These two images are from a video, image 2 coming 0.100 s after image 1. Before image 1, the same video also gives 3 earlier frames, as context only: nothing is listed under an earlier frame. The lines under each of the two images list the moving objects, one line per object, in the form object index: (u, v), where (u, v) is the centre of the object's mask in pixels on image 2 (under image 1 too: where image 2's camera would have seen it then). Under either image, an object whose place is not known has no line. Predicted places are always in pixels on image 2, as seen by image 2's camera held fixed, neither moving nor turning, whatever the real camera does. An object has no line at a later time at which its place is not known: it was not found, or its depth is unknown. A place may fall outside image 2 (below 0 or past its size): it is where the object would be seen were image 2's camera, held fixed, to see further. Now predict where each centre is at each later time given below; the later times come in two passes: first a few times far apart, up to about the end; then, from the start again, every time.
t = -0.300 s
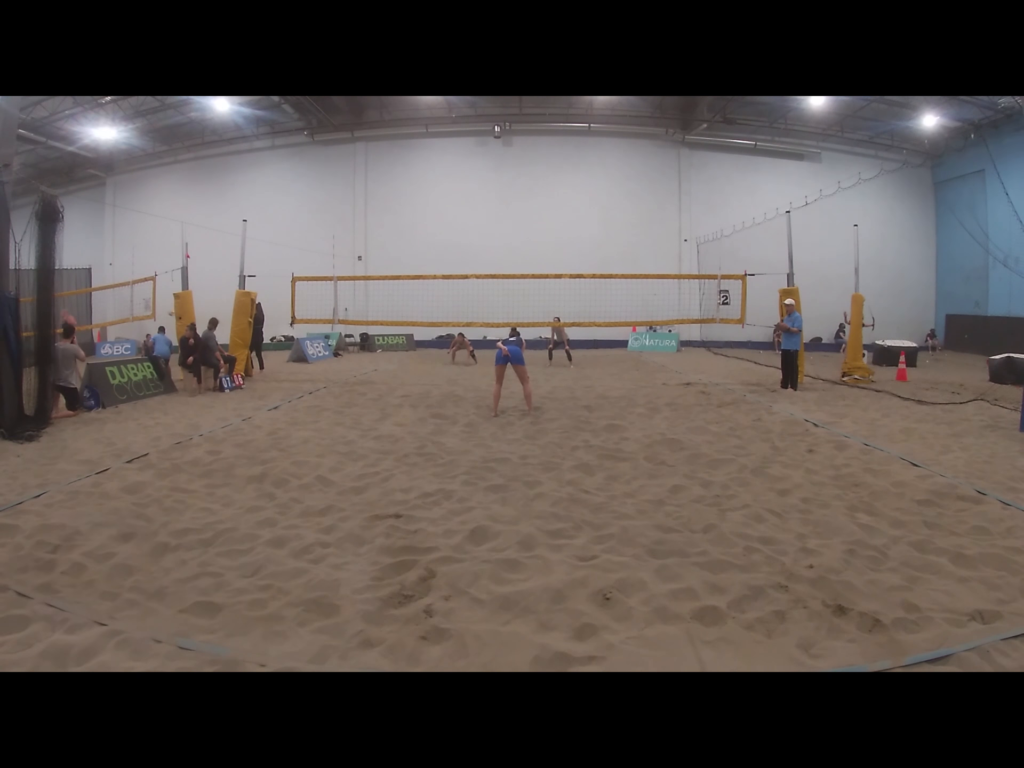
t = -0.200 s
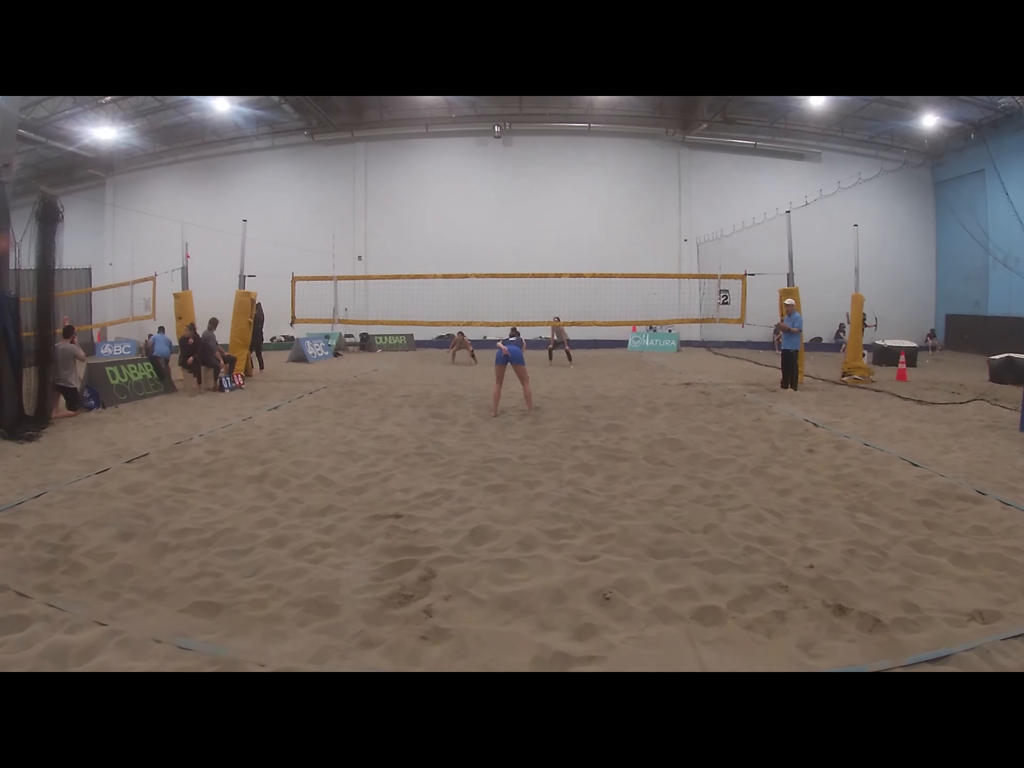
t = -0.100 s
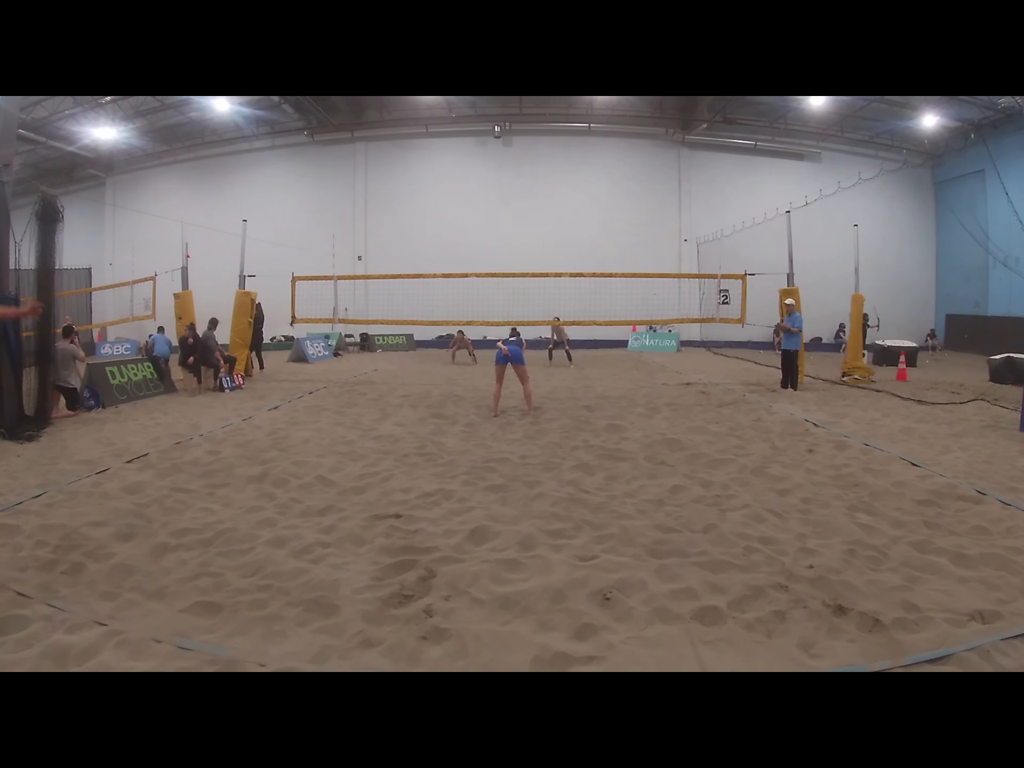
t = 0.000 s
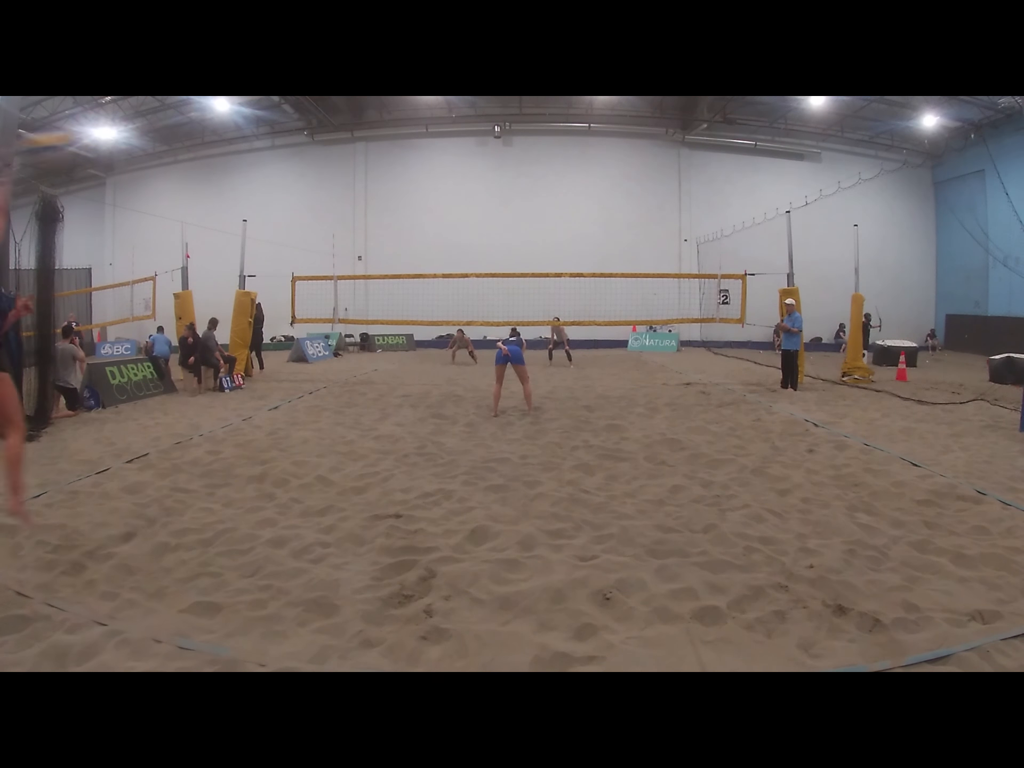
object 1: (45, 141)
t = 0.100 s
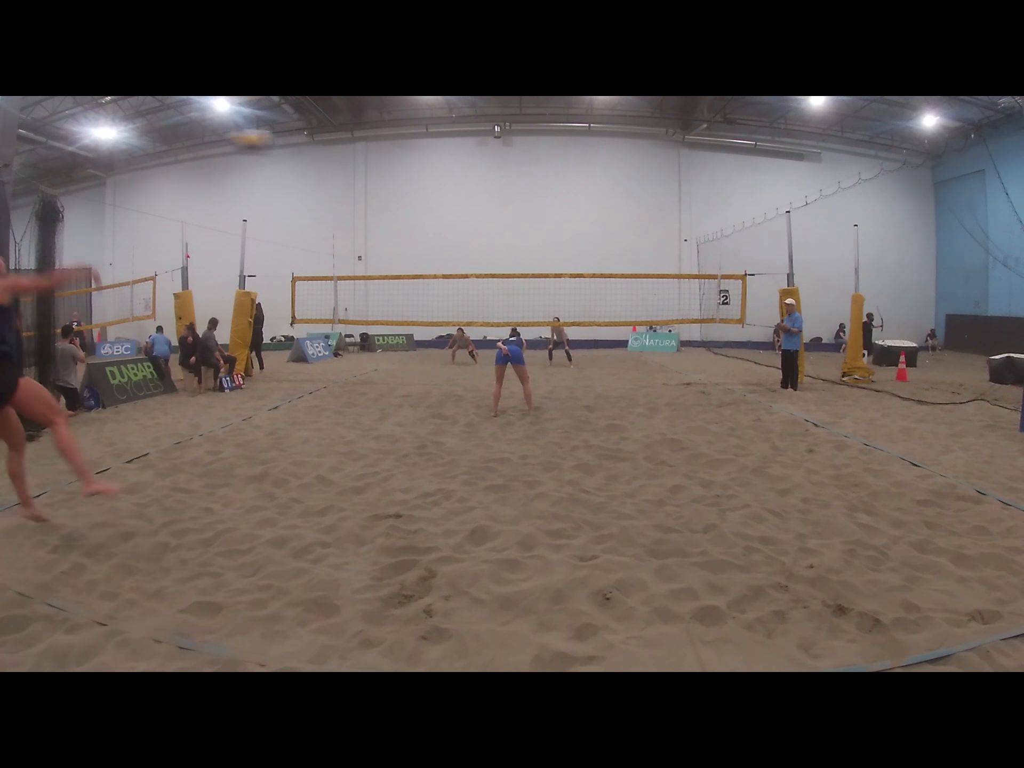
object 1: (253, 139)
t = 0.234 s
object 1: (414, 165)
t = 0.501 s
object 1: (559, 219)
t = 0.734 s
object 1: (620, 264)
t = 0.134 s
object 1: (303, 145)
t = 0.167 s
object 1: (346, 151)
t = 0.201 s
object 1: (383, 159)
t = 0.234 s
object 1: (414, 165)
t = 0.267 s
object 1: (441, 172)
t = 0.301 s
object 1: (465, 179)
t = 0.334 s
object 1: (485, 186)
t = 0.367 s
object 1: (503, 193)
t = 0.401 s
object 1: (519, 199)
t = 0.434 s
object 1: (534, 206)
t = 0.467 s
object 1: (547, 213)
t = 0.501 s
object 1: (559, 219)
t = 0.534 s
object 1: (570, 226)
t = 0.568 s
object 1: (580, 233)
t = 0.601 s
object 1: (589, 239)
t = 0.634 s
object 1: (598, 246)
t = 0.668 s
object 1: (606, 252)
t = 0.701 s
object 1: (613, 258)
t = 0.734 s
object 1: (620, 264)
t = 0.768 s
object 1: (626, 270)
